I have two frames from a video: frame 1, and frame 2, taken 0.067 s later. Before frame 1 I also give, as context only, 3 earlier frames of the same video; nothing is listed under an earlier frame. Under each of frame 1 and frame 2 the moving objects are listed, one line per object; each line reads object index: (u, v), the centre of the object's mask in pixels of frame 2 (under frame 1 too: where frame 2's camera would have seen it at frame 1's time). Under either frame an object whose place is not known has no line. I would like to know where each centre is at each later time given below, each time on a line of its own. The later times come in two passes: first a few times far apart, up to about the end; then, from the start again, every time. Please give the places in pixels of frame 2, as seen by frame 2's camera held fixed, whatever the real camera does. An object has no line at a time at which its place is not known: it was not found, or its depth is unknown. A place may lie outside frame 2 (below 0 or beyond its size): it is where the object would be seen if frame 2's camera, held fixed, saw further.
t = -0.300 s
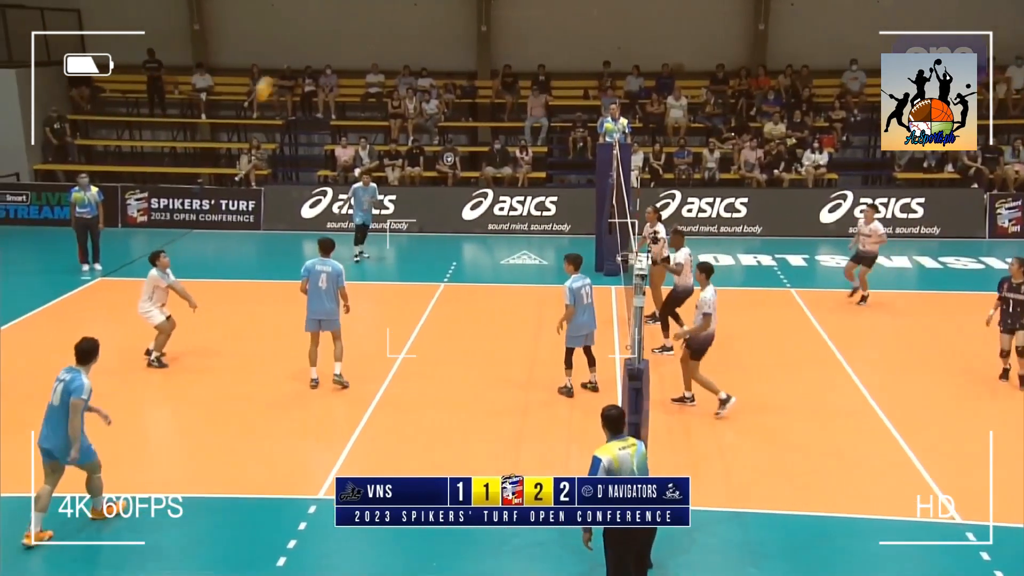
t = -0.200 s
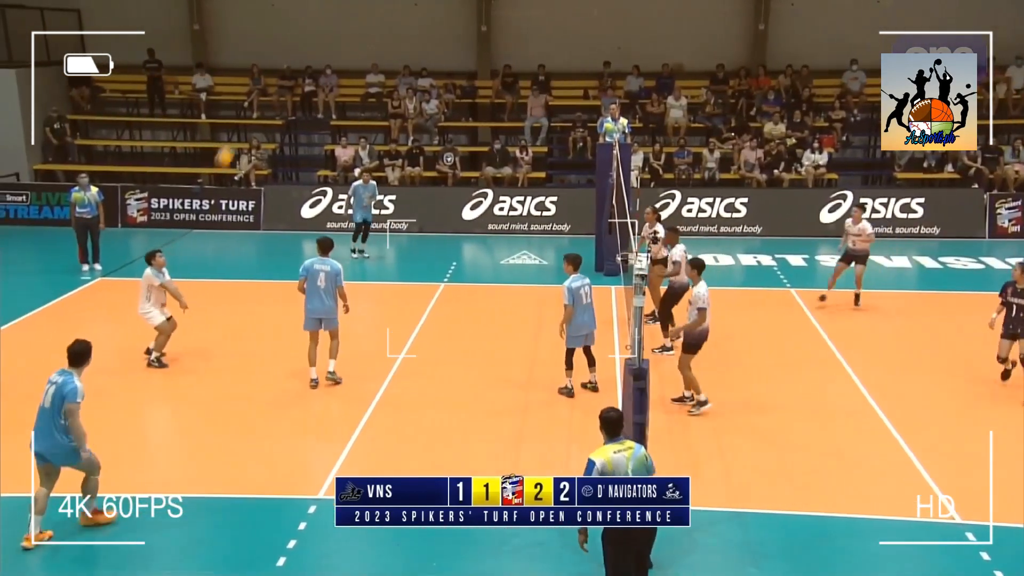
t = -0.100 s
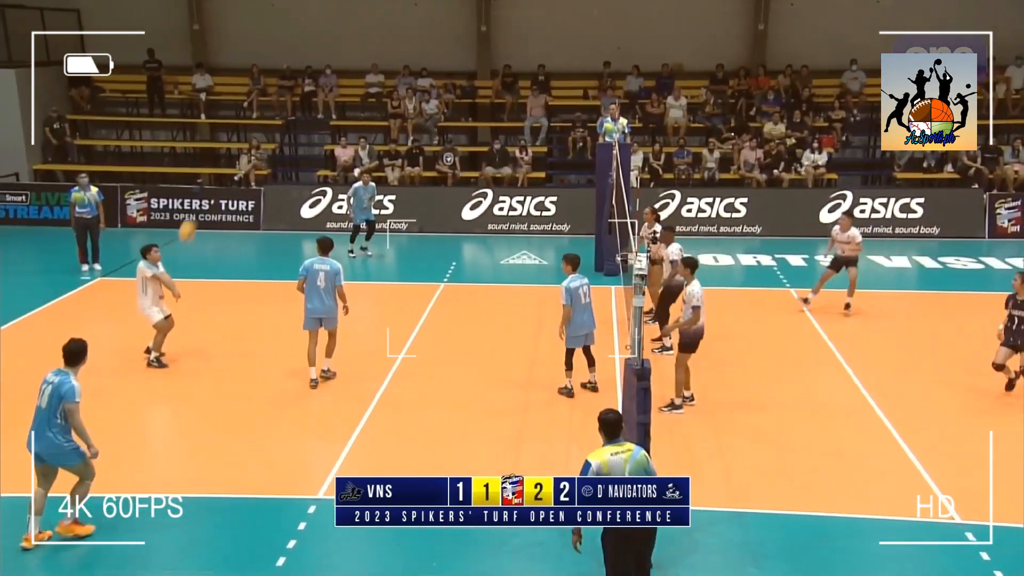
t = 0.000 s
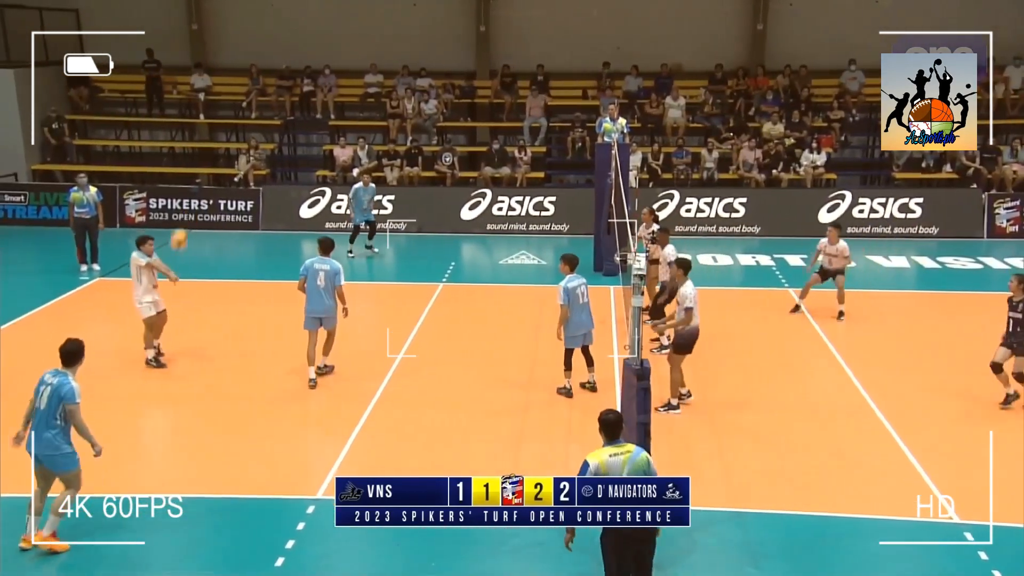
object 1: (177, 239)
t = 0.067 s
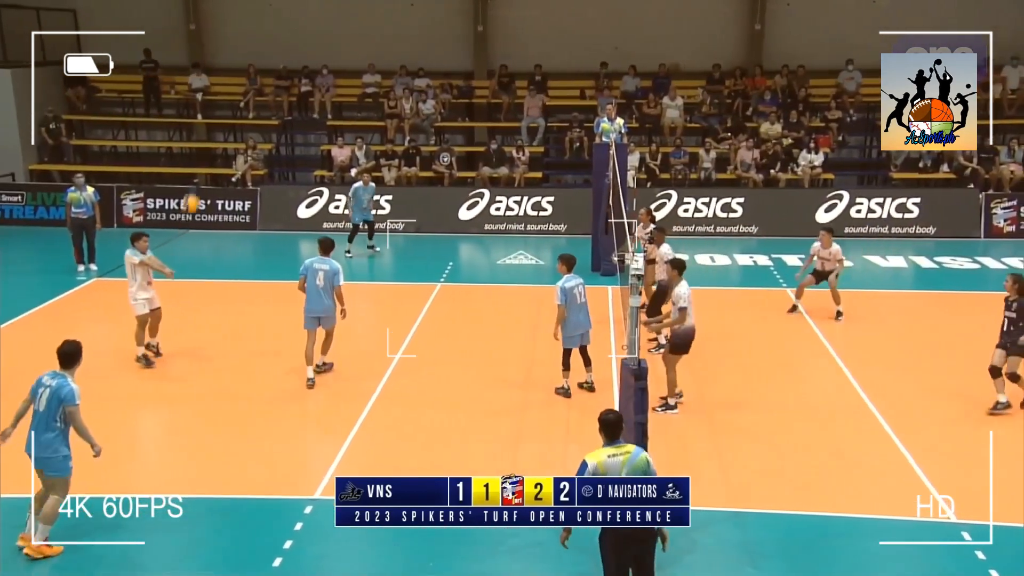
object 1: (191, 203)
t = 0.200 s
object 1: (221, 142)
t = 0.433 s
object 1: (279, 62)
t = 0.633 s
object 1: (332, 27)
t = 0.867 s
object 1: (395, 28)
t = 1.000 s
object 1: (430, 48)
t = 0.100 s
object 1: (198, 187)
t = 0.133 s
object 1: (206, 171)
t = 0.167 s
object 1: (213, 156)
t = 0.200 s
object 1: (221, 142)
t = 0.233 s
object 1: (230, 127)
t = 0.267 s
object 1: (238, 114)
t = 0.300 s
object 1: (246, 103)
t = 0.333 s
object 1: (254, 90)
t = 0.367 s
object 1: (263, 80)
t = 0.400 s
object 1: (270, 71)
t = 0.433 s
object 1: (279, 62)
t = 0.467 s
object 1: (287, 53)
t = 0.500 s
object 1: (296, 46)
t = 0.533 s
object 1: (305, 40)
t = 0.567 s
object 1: (314, 34)
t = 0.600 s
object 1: (323, 30)
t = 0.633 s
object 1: (332, 27)
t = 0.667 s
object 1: (341, 24)
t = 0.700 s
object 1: (350, 23)
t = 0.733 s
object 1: (359, 22)
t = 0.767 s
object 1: (368, 22)
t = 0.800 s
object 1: (377, 22)
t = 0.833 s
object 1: (386, 24)
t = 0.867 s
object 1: (395, 28)
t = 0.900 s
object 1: (403, 31)
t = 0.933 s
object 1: (412, 36)
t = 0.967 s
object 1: (421, 42)
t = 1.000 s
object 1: (430, 48)
